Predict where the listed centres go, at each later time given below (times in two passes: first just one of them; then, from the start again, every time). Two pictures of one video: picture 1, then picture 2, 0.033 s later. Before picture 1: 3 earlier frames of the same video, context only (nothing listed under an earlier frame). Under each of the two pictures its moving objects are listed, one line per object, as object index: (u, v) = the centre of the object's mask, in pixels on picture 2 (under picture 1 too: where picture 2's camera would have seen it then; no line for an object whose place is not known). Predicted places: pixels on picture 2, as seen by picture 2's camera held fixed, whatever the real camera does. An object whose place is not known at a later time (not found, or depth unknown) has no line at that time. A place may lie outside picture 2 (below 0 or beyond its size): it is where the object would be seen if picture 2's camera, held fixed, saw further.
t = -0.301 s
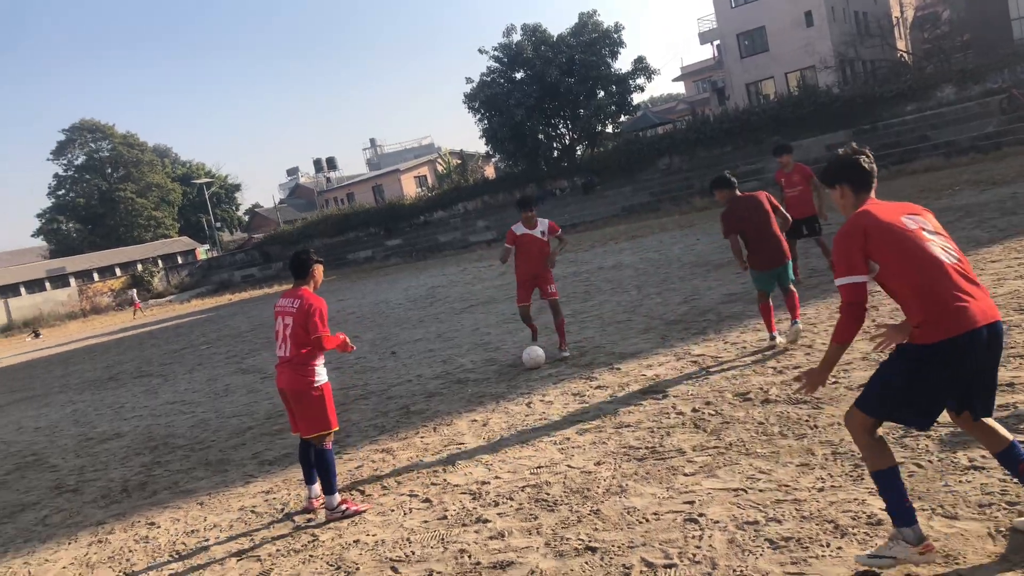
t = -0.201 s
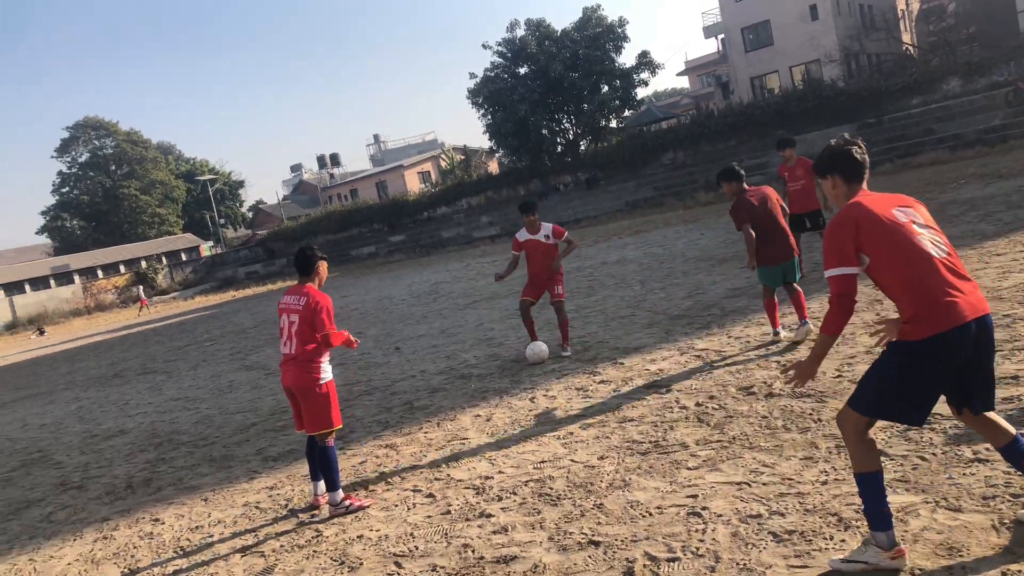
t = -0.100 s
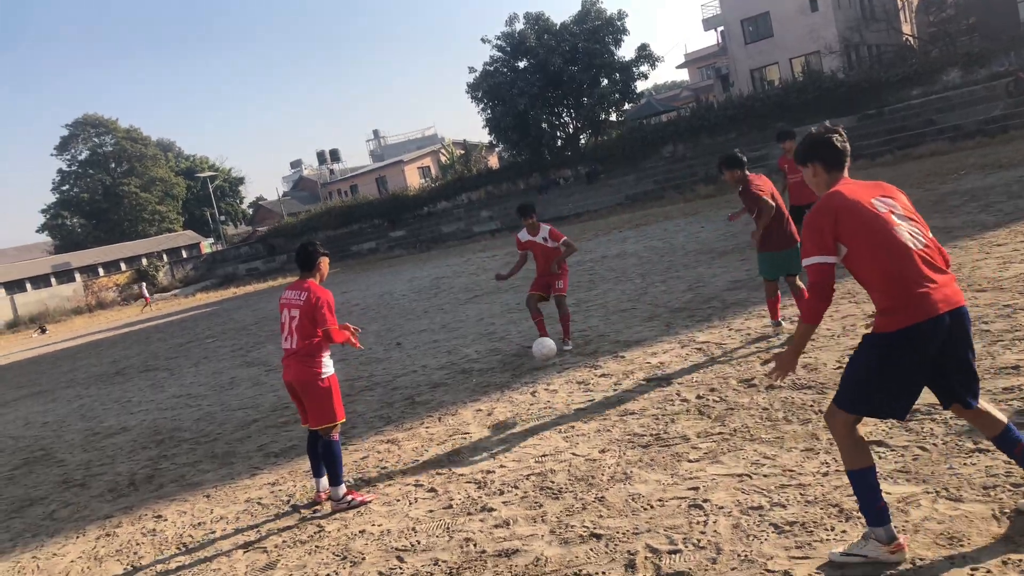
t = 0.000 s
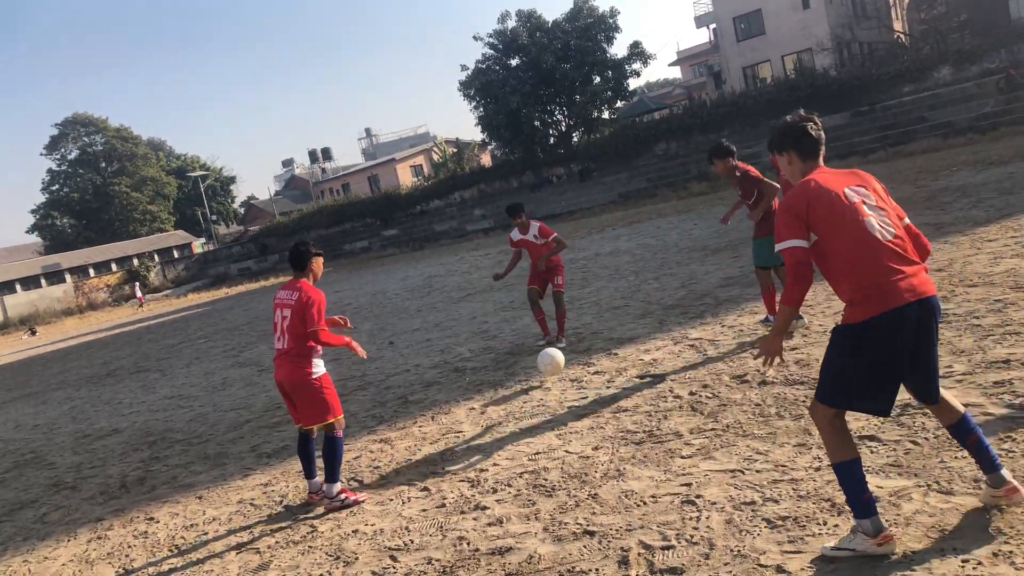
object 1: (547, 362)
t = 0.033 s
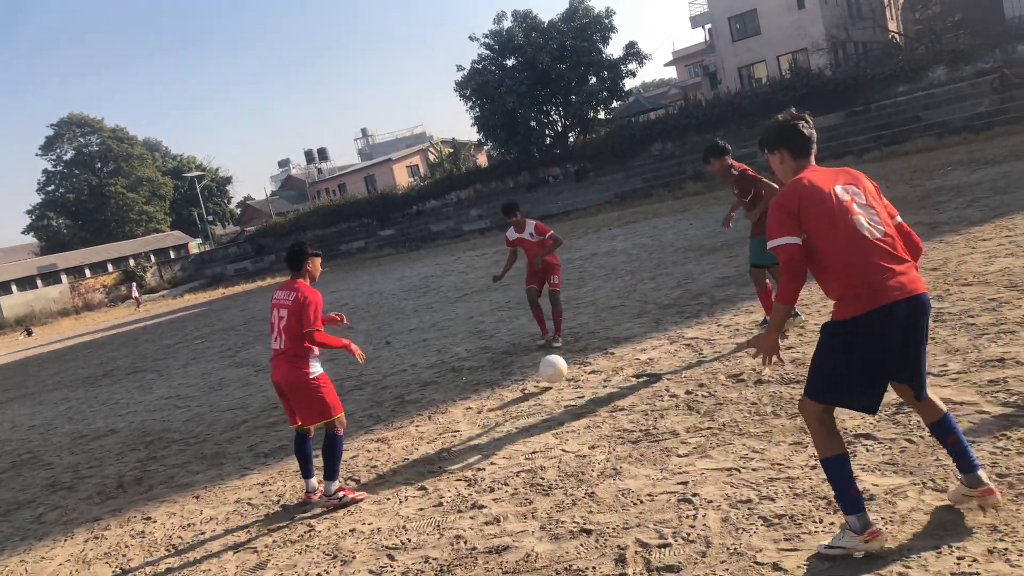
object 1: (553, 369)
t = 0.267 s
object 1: (594, 409)
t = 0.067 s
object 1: (559, 379)
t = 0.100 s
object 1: (563, 381)
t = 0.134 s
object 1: (568, 383)
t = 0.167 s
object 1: (573, 385)
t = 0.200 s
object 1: (579, 392)
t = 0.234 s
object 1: (586, 399)
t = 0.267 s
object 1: (594, 409)
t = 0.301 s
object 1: (603, 423)
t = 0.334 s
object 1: (610, 430)
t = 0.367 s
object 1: (617, 437)
